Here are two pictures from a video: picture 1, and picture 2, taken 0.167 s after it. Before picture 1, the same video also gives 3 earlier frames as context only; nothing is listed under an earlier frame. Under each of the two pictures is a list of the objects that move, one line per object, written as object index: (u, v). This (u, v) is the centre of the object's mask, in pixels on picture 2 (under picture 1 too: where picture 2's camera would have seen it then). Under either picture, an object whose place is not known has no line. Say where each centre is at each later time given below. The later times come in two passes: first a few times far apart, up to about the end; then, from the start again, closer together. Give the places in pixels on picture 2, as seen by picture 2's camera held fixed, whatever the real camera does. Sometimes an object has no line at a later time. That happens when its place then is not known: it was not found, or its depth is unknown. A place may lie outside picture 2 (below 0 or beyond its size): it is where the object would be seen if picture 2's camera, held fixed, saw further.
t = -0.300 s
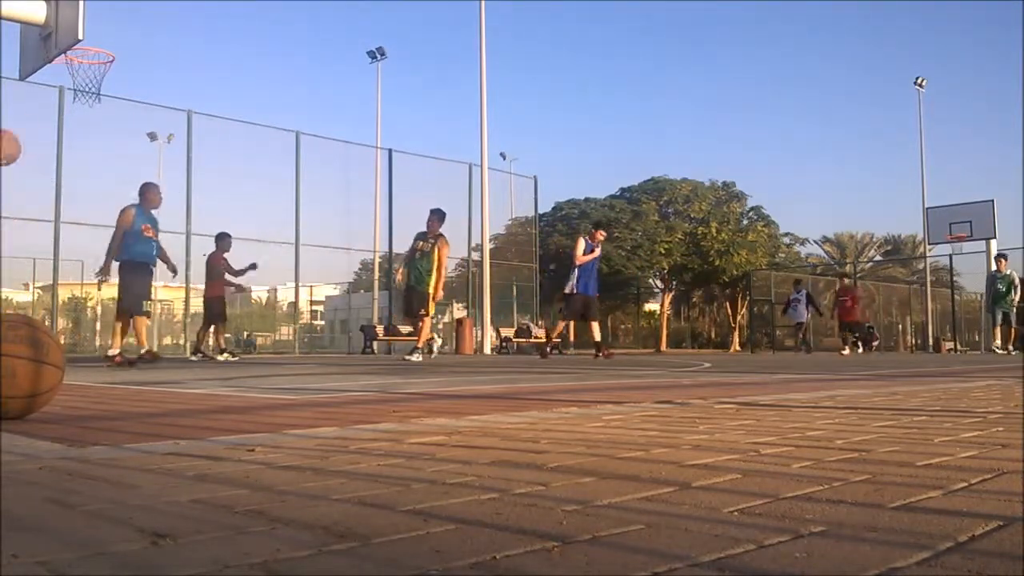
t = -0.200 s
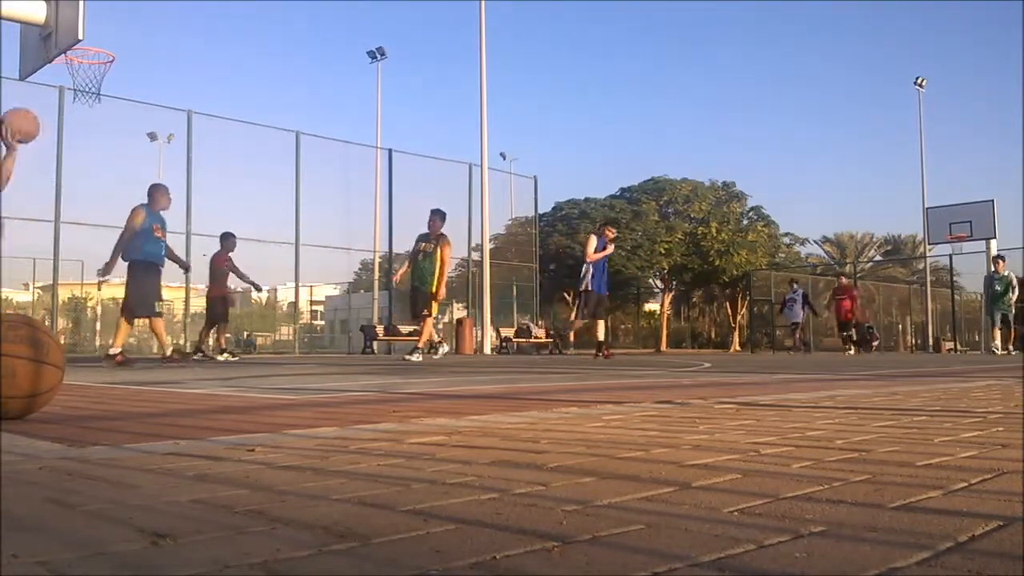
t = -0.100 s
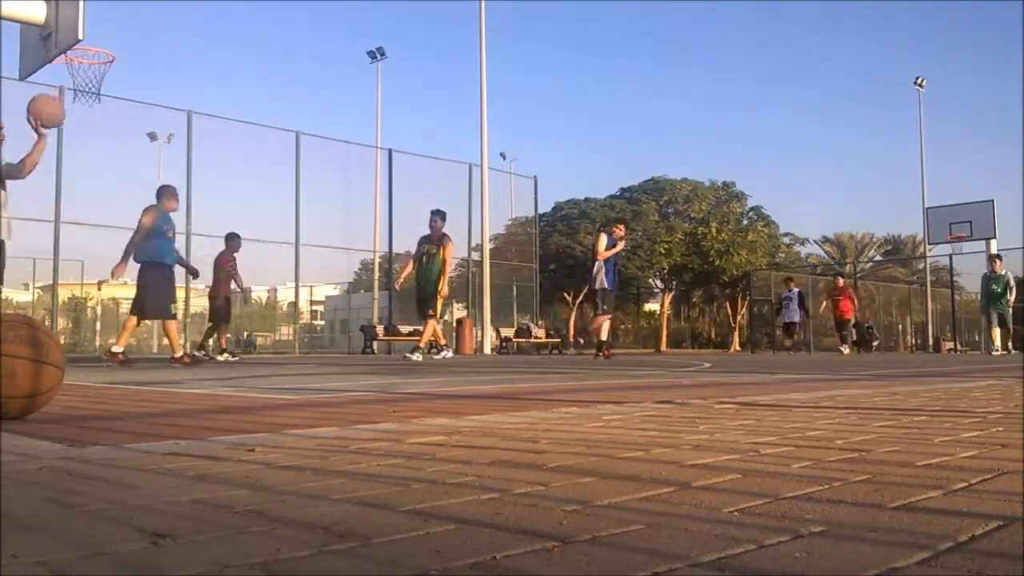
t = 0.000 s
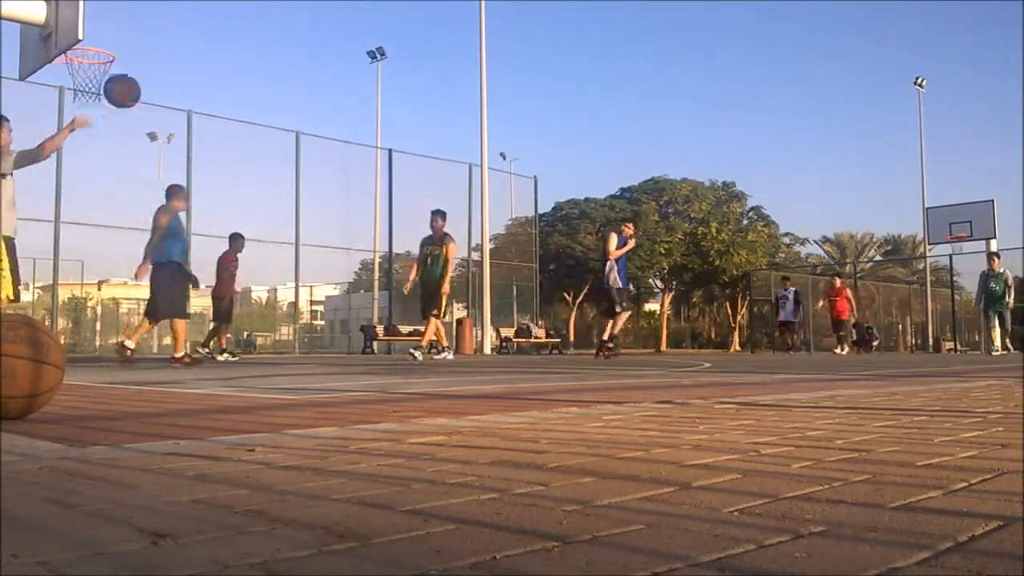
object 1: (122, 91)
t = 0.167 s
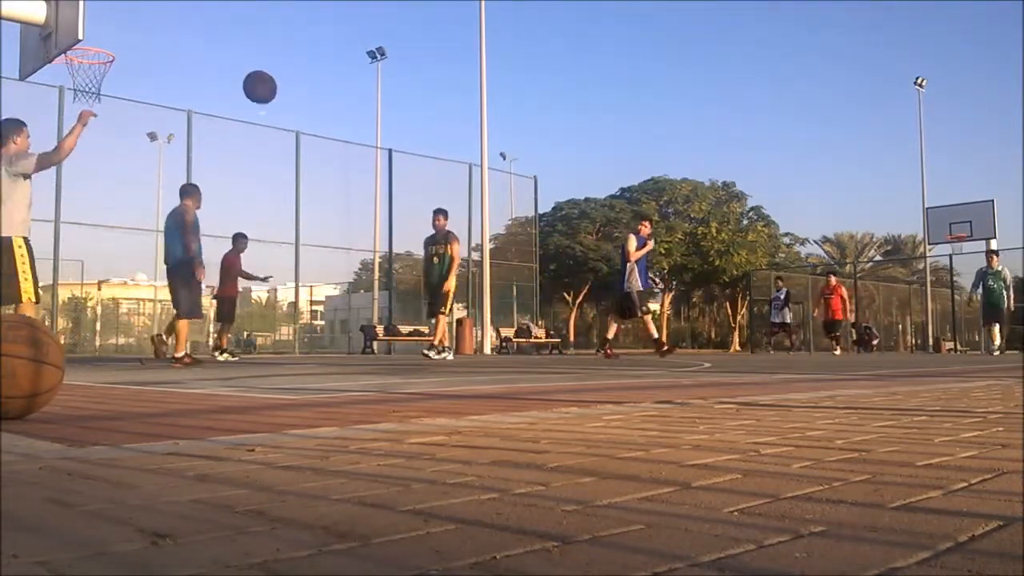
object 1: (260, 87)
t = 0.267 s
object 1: (336, 102)
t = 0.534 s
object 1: (515, 194)
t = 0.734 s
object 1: (636, 306)
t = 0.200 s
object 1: (286, 91)
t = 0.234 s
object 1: (311, 96)
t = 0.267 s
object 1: (336, 102)
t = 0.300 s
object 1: (360, 110)
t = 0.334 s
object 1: (383, 118)
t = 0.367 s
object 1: (407, 128)
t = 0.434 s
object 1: (451, 151)
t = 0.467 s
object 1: (473, 165)
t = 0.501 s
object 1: (494, 179)
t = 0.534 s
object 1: (515, 194)
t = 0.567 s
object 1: (535, 210)
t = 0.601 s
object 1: (558, 227)
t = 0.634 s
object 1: (577, 245)
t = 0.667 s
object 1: (599, 266)
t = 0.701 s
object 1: (618, 285)
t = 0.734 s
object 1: (636, 306)
